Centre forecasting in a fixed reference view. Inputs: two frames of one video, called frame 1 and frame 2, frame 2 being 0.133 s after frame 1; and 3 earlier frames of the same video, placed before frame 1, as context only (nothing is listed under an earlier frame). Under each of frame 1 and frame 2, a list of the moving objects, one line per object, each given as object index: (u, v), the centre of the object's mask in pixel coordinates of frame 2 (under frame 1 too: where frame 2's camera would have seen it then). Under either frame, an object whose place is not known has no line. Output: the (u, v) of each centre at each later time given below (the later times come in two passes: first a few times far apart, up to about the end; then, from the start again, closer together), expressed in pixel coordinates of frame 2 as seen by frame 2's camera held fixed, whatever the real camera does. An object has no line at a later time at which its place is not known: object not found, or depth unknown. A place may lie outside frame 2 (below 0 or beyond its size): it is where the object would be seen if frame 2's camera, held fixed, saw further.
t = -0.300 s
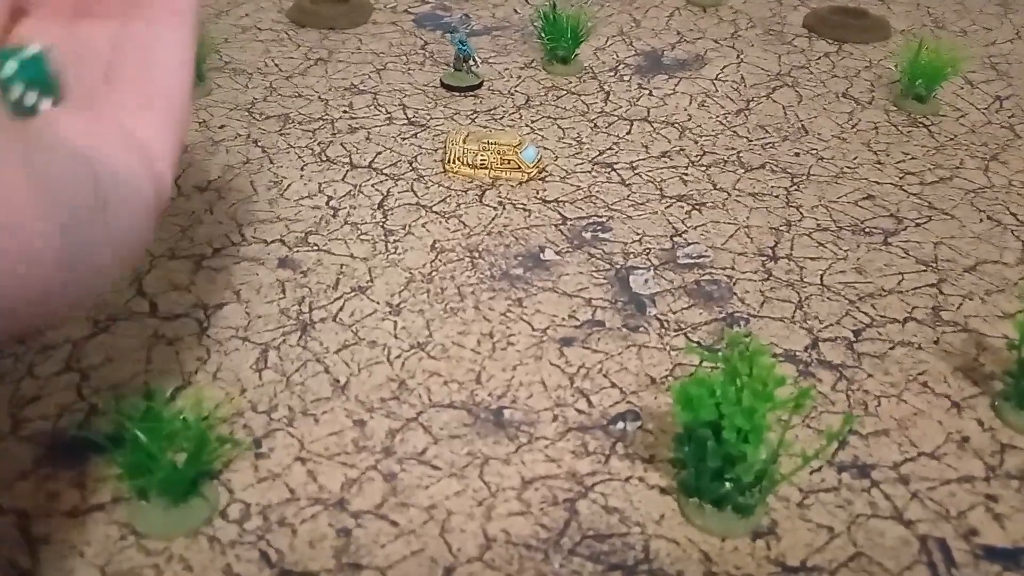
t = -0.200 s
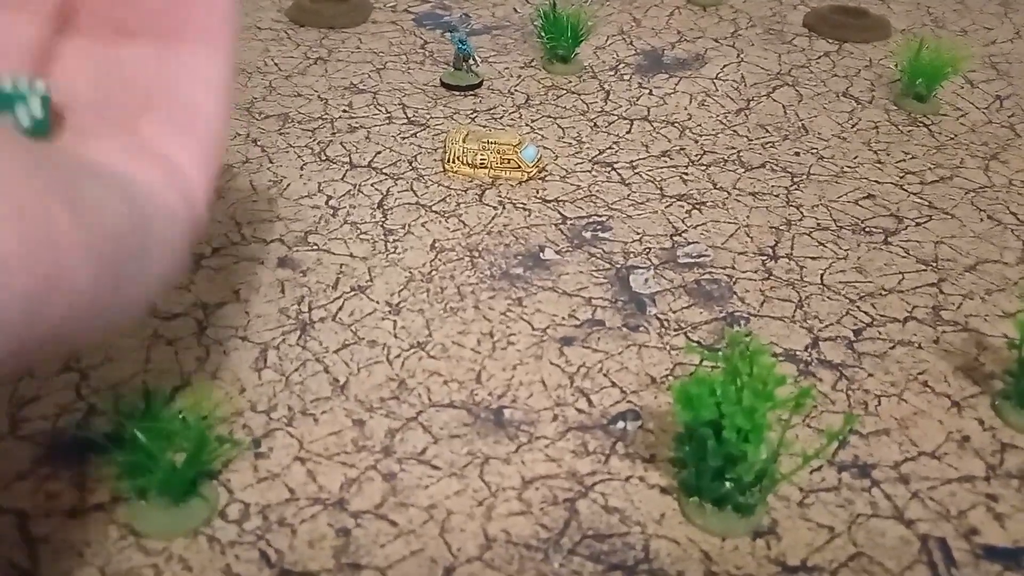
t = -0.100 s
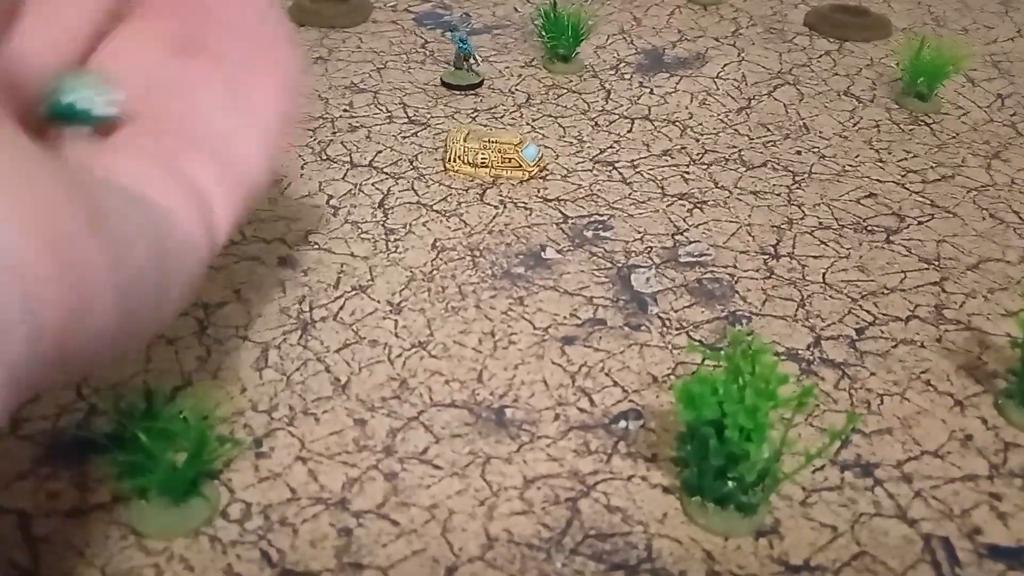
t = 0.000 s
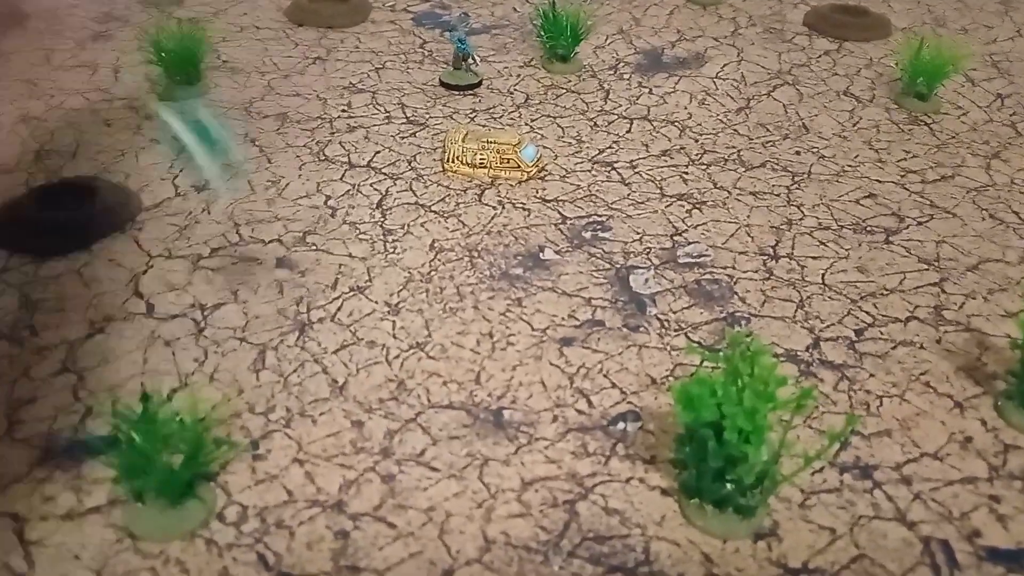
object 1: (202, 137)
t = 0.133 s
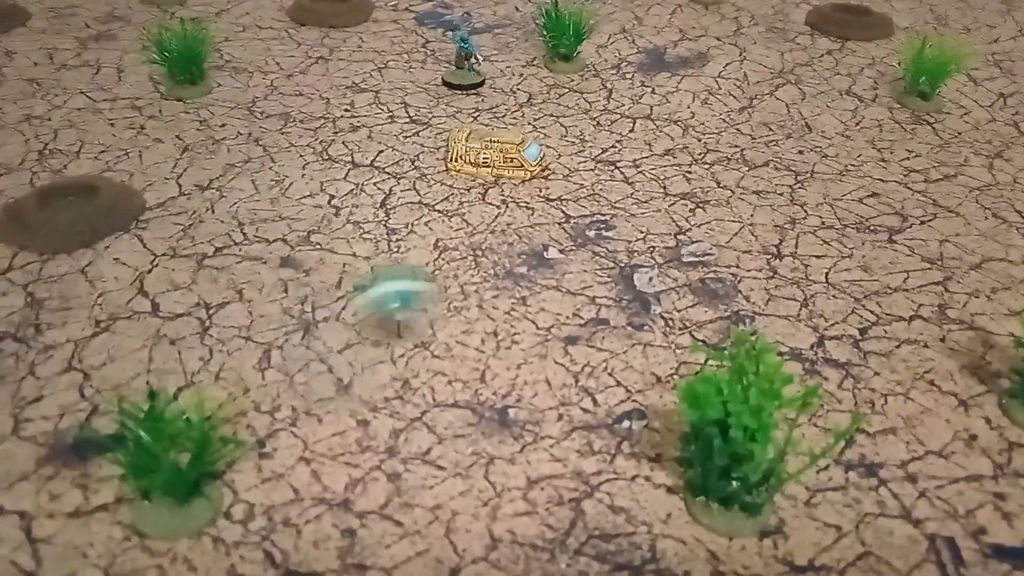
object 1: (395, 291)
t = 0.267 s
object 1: (524, 314)
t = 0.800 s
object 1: (663, 312)
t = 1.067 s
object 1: (664, 312)
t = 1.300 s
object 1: (663, 311)
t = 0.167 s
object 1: (433, 304)
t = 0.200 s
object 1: (472, 328)
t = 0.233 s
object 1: (497, 312)
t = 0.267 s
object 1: (524, 314)
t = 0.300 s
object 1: (547, 310)
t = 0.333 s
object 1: (576, 309)
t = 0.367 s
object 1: (597, 306)
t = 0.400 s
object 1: (621, 305)
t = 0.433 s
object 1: (636, 305)
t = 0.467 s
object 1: (653, 309)
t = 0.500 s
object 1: (661, 311)
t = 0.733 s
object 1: (663, 312)
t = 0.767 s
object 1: (664, 312)
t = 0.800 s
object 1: (663, 312)
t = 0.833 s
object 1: (663, 311)
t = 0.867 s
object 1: (663, 312)
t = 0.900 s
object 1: (663, 312)
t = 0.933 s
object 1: (663, 312)
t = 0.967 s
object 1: (664, 312)
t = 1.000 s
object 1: (664, 312)
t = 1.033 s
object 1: (663, 312)
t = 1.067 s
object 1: (664, 312)
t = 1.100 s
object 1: (663, 312)
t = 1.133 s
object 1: (663, 312)
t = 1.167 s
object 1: (664, 311)
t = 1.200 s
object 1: (664, 312)
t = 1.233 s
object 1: (664, 312)
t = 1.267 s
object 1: (664, 311)
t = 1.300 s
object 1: (663, 311)
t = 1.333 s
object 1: (663, 311)
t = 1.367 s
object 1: (663, 311)
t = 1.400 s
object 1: (663, 312)
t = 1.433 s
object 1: (664, 312)
